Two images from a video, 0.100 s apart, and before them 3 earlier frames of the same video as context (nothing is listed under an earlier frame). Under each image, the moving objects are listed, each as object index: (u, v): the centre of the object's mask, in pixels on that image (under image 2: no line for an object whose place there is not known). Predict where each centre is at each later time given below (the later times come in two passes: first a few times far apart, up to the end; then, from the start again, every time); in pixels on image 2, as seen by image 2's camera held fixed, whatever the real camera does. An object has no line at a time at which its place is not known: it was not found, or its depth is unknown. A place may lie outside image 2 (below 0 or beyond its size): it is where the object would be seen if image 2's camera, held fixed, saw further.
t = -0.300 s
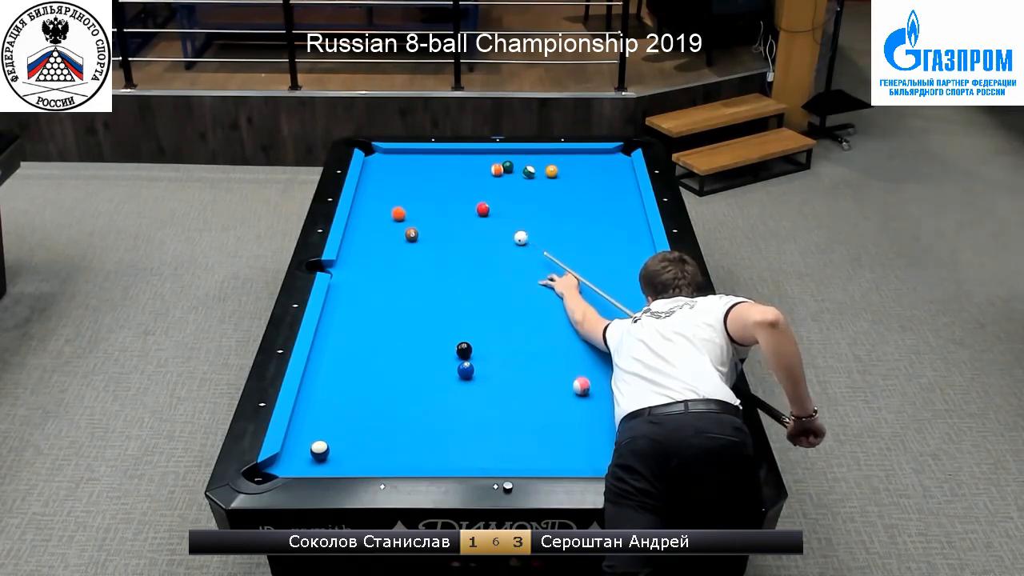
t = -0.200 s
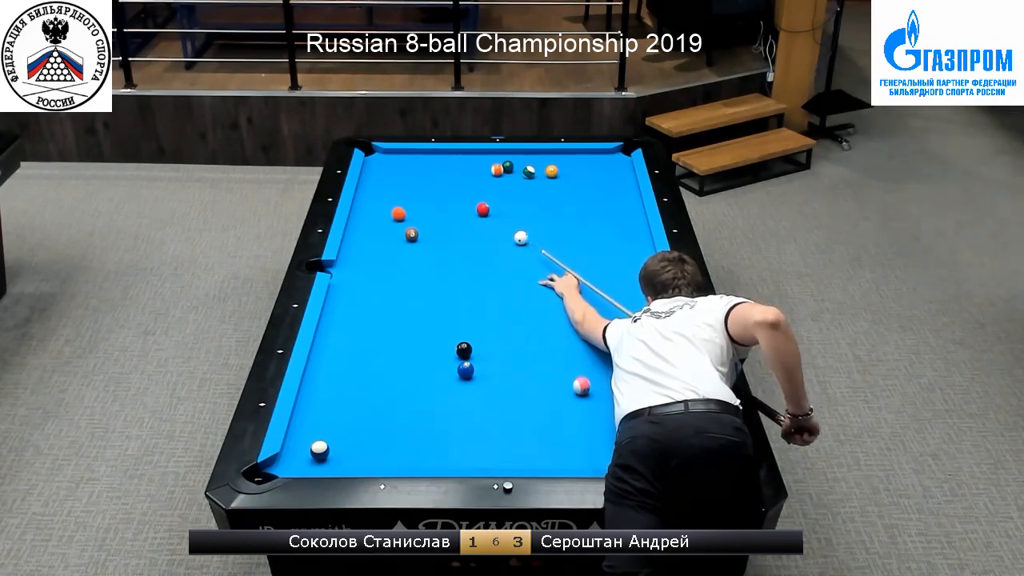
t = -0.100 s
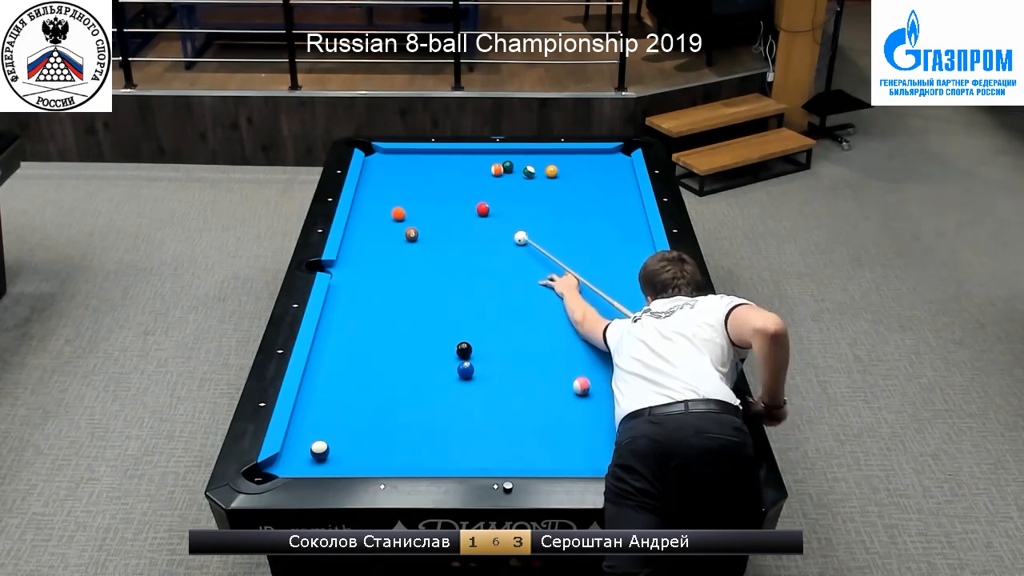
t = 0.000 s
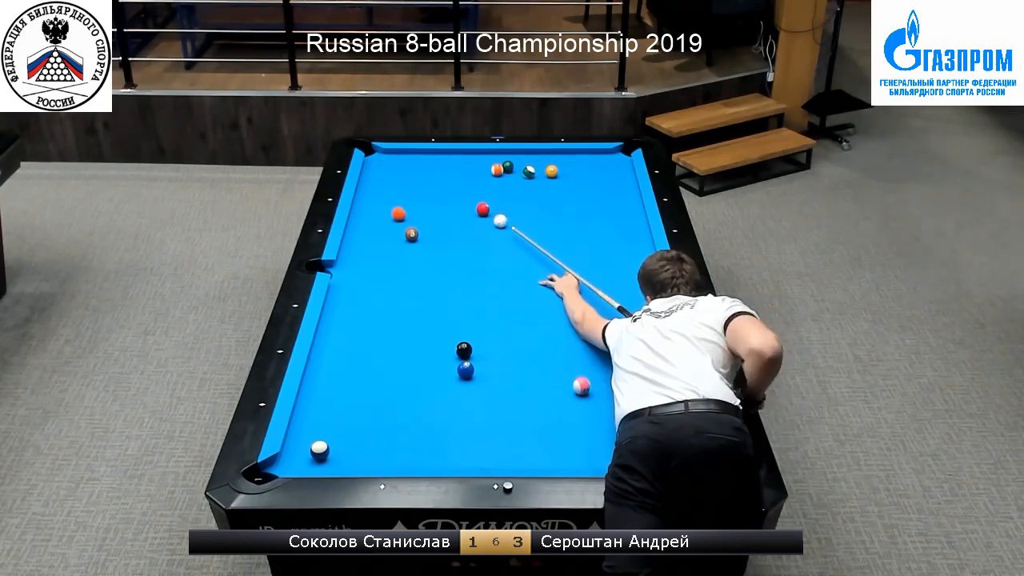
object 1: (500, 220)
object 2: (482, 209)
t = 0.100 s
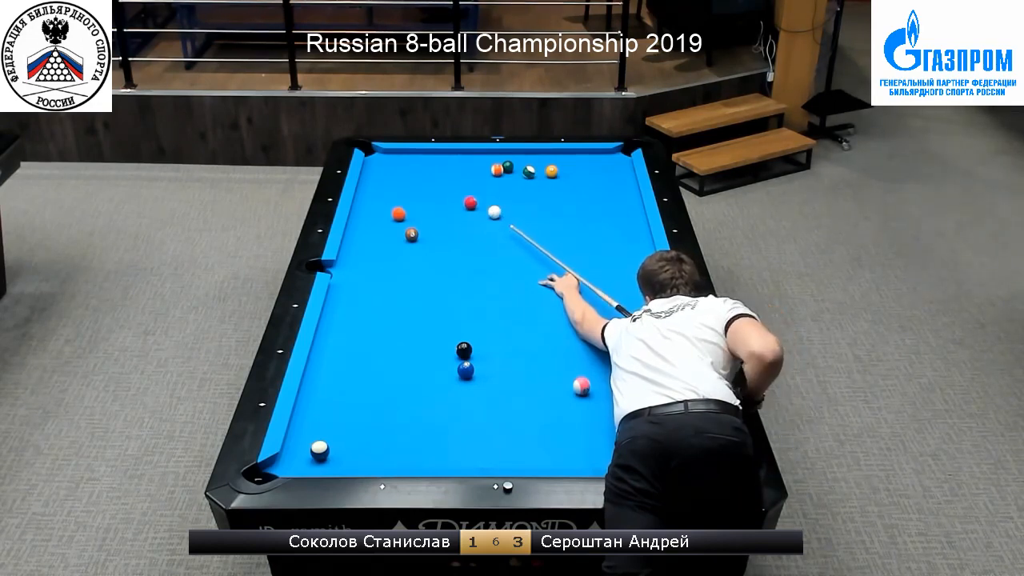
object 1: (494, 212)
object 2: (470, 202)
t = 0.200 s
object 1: (497, 208)
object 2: (450, 192)
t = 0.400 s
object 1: (498, 197)
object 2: (419, 176)
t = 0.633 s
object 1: (499, 186)
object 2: (387, 160)
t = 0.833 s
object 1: (499, 177)
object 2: (363, 148)
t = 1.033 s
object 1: (502, 173)
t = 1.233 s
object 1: (505, 172)
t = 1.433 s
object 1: (508, 171)
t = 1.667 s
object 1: (509, 171)
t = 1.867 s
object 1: (510, 171)
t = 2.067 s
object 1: (510, 171)
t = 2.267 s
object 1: (510, 171)
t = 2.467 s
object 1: (510, 171)
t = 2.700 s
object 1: (510, 171)
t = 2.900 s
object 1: (510, 171)
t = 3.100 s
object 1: (510, 171)
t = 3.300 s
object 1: (510, 171)
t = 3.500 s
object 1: (510, 171)
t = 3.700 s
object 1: (510, 171)
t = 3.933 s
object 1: (510, 171)
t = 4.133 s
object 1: (510, 171)
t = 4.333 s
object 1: (510, 171)
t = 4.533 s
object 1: (510, 171)
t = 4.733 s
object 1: (510, 171)
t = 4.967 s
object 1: (510, 171)
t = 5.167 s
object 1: (510, 171)
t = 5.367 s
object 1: (510, 171)
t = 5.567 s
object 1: (510, 171)
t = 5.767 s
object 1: (510, 171)
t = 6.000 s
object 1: (510, 171)
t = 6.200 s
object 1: (510, 170)
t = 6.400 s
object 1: (510, 171)
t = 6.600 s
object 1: (510, 171)
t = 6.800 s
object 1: (510, 171)
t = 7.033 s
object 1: (510, 171)
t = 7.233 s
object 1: (510, 171)
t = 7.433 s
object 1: (510, 171)
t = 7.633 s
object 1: (510, 171)
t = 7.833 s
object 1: (510, 171)
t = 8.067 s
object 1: (510, 171)
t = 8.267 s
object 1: (510, 171)
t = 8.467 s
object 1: (510, 171)
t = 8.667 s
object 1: (510, 171)
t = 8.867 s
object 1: (510, 171)
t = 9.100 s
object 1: (510, 171)
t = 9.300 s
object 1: (510, 171)
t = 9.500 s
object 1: (510, 171)
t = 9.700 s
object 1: (510, 171)
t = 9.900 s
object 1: (510, 171)
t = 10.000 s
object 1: (510, 171)
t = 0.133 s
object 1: (495, 211)
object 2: (463, 199)
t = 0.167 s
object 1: (497, 209)
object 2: (456, 196)
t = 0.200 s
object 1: (497, 208)
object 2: (450, 192)
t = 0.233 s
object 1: (498, 206)
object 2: (444, 189)
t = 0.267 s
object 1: (498, 205)
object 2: (439, 186)
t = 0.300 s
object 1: (498, 203)
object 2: (434, 184)
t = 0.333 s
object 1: (498, 201)
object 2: (429, 181)
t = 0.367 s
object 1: (498, 199)
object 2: (424, 179)
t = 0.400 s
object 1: (498, 197)
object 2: (419, 176)
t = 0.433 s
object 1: (498, 196)
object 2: (415, 174)
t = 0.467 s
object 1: (498, 194)
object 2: (410, 172)
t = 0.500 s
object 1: (498, 193)
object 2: (405, 169)
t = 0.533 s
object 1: (498, 191)
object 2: (401, 167)
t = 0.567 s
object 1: (498, 189)
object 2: (396, 165)
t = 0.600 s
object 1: (499, 188)
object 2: (392, 162)
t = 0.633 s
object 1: (499, 186)
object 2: (387, 160)
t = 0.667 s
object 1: (499, 185)
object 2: (383, 158)
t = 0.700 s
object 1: (499, 183)
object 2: (378, 155)
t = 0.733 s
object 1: (499, 182)
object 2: (375, 153)
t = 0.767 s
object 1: (499, 180)
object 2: (370, 151)
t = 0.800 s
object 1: (499, 179)
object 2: (366, 149)
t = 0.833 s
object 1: (499, 177)
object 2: (363, 148)
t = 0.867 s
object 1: (499, 176)
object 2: (360, 148)
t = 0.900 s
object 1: (499, 175)
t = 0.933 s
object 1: (500, 175)
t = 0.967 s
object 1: (501, 174)
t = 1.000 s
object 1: (501, 174)
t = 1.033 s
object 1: (502, 173)
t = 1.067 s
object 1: (503, 173)
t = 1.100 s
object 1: (503, 173)
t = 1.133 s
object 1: (504, 172)
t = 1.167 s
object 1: (504, 172)
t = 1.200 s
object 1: (505, 172)
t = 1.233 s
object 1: (505, 172)
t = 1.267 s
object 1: (505, 171)
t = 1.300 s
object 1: (506, 171)
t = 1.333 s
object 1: (507, 171)
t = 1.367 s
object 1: (507, 171)
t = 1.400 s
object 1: (507, 171)
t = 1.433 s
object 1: (508, 171)
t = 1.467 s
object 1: (508, 171)
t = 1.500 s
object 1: (508, 171)
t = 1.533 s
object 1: (508, 171)
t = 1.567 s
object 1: (509, 171)
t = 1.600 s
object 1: (509, 171)
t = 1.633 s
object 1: (509, 171)
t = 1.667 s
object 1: (509, 171)
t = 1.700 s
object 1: (509, 171)
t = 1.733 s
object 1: (510, 171)
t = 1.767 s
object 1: (510, 171)
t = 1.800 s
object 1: (510, 171)
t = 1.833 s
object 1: (510, 171)
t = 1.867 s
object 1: (510, 171)
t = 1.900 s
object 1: (510, 171)
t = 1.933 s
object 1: (510, 171)
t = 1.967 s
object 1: (510, 171)
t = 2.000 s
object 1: (510, 171)
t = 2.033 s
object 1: (510, 171)
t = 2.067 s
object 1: (510, 171)
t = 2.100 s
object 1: (510, 171)
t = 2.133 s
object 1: (510, 171)
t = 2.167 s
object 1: (510, 171)
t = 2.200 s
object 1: (510, 171)
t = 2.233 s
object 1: (510, 171)
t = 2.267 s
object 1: (510, 171)
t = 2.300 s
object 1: (510, 171)
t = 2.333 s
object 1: (510, 171)
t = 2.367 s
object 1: (510, 171)
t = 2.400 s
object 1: (510, 171)
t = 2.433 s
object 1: (510, 171)
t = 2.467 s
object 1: (510, 171)
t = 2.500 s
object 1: (510, 171)
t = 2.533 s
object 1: (510, 171)
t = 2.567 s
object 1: (510, 171)
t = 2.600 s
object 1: (510, 171)
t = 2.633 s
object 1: (510, 171)
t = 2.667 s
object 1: (510, 171)
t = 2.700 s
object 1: (510, 171)
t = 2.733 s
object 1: (510, 171)
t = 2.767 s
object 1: (510, 171)
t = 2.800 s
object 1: (510, 171)
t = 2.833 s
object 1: (510, 171)
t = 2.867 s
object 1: (510, 171)
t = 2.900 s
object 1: (510, 171)
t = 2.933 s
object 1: (510, 171)
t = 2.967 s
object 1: (510, 171)
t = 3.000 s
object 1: (510, 171)
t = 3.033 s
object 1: (510, 171)
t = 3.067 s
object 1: (510, 171)
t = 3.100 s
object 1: (510, 171)
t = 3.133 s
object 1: (510, 171)
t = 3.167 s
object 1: (510, 171)
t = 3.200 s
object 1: (510, 171)
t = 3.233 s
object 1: (510, 171)
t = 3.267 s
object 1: (510, 171)
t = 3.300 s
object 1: (510, 171)
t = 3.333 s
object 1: (510, 171)
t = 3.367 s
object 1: (510, 171)
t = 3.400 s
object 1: (510, 171)
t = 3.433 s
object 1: (510, 171)
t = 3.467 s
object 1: (510, 171)
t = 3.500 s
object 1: (510, 171)
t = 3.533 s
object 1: (510, 171)
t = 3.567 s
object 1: (510, 171)
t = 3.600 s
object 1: (510, 171)
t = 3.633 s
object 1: (510, 171)
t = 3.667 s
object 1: (510, 171)
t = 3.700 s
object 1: (510, 171)
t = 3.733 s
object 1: (510, 171)
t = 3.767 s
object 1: (510, 171)
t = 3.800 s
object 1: (510, 171)
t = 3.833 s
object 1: (510, 171)
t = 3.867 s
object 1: (510, 171)
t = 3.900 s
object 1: (510, 171)
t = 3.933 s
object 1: (510, 171)
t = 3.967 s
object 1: (510, 171)
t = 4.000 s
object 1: (510, 171)
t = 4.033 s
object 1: (510, 171)
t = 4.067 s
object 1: (510, 171)
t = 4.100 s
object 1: (510, 171)
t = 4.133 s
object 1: (510, 171)
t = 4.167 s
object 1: (510, 171)
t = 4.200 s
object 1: (510, 171)
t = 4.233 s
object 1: (510, 171)
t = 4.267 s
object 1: (510, 171)
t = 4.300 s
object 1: (510, 171)
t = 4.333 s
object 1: (510, 171)
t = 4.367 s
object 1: (510, 171)
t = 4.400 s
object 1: (510, 171)
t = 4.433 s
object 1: (510, 171)
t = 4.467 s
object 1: (510, 171)
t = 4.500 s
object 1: (510, 171)
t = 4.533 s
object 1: (510, 171)
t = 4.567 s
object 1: (510, 171)
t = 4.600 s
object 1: (510, 171)
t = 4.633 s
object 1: (510, 171)
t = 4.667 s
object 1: (510, 171)
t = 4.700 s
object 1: (510, 171)
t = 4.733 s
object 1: (510, 171)
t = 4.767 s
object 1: (510, 171)
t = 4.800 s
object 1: (510, 171)
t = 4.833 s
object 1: (510, 171)
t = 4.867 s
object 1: (510, 171)
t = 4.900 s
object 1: (510, 171)
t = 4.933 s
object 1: (510, 171)
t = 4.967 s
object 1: (510, 171)
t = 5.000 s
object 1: (510, 171)
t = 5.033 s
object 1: (510, 171)
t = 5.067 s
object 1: (510, 171)
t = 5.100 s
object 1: (510, 171)
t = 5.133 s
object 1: (510, 171)
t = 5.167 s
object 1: (510, 171)
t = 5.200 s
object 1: (510, 171)
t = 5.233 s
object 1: (510, 171)
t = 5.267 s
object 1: (510, 171)
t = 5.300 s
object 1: (510, 171)
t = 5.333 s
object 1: (510, 171)
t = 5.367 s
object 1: (510, 171)
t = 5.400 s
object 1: (510, 171)
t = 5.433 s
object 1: (510, 171)
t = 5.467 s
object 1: (510, 171)
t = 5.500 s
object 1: (510, 171)
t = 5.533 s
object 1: (510, 171)
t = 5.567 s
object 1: (510, 171)
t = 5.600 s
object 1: (510, 171)
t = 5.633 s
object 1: (510, 171)
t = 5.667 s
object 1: (510, 171)
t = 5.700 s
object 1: (510, 171)
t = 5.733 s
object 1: (510, 170)
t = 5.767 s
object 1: (510, 171)
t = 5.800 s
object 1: (510, 171)
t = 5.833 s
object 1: (510, 171)
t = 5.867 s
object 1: (510, 171)
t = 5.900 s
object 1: (510, 171)
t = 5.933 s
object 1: (510, 171)
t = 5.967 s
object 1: (510, 171)
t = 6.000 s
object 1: (510, 171)
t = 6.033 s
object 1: (510, 171)
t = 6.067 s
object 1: (510, 171)
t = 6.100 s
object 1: (510, 171)
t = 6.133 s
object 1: (510, 170)
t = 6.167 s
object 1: (510, 170)
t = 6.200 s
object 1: (510, 170)
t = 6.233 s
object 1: (510, 171)
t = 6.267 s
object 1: (510, 171)
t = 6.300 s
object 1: (510, 171)
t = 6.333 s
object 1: (510, 171)
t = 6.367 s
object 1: (510, 171)
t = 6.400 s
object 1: (510, 171)
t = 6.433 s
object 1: (510, 171)
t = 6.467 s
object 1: (510, 171)
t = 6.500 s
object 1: (510, 171)
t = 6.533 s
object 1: (510, 171)
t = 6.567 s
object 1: (510, 171)
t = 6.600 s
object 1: (510, 171)
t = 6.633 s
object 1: (510, 171)
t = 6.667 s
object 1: (510, 171)
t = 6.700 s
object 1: (510, 171)
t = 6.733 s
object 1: (510, 171)
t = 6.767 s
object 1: (510, 171)
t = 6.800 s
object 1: (510, 171)
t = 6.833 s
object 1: (510, 171)
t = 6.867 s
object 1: (510, 171)
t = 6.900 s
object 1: (510, 171)
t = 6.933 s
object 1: (510, 171)
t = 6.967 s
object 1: (510, 171)
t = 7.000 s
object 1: (510, 171)
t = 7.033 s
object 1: (510, 171)
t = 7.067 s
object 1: (510, 171)
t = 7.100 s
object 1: (510, 171)
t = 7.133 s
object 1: (510, 171)
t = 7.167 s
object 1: (510, 171)
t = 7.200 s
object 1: (510, 171)
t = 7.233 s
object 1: (510, 171)
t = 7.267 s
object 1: (510, 171)
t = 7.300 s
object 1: (510, 171)
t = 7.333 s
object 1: (510, 171)
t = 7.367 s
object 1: (510, 171)
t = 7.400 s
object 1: (510, 171)
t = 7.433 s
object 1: (510, 171)
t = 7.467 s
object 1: (510, 171)
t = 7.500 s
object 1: (510, 171)
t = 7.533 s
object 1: (510, 171)
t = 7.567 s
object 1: (510, 171)
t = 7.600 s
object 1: (510, 171)
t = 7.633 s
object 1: (510, 171)
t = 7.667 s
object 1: (510, 171)
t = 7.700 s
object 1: (510, 171)
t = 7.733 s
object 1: (510, 171)
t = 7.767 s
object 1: (510, 171)
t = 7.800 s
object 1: (510, 170)
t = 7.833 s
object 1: (510, 171)
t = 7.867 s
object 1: (510, 171)
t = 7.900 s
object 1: (510, 170)
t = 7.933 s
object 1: (510, 171)
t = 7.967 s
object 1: (510, 171)
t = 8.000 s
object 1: (510, 171)
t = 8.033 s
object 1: (510, 171)
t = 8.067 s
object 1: (510, 171)
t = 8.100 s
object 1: (510, 171)
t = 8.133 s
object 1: (510, 171)
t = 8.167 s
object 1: (510, 171)
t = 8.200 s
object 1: (510, 171)
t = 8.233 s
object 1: (510, 171)
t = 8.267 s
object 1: (510, 171)
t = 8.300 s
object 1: (510, 171)
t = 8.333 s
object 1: (510, 171)
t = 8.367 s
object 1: (510, 171)
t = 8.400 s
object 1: (510, 171)
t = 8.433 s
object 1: (510, 171)
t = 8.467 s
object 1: (510, 171)
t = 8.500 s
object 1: (510, 171)
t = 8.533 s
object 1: (510, 171)
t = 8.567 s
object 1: (510, 171)
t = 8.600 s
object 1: (510, 171)
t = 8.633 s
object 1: (510, 171)
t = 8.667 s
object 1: (510, 171)
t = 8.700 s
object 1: (510, 171)
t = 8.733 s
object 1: (510, 171)
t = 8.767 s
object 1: (510, 171)
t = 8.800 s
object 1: (510, 171)
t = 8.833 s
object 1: (510, 171)
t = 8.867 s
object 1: (510, 171)
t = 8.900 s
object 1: (510, 171)
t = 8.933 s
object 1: (510, 171)
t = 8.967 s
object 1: (510, 171)
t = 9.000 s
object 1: (510, 171)
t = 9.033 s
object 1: (510, 171)
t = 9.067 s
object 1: (510, 171)
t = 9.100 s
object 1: (510, 171)
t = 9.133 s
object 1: (510, 171)
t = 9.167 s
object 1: (510, 171)
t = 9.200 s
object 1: (510, 171)
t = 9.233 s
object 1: (510, 171)
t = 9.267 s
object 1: (510, 171)
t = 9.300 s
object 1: (510, 171)
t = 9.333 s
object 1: (510, 171)
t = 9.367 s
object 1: (510, 171)
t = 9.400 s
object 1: (510, 171)
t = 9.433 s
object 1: (510, 171)
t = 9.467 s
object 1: (510, 171)
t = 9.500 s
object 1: (510, 171)
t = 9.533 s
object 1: (510, 171)
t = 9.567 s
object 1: (510, 171)
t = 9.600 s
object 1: (510, 171)
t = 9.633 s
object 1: (510, 171)
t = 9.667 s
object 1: (510, 171)
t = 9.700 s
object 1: (510, 171)
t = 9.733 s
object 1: (510, 171)
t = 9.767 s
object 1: (510, 171)
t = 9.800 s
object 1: (510, 171)
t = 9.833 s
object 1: (510, 171)
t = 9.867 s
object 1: (510, 171)
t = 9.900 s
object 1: (510, 171)
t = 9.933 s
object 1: (510, 171)
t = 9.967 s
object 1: (510, 171)
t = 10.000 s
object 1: (510, 171)
